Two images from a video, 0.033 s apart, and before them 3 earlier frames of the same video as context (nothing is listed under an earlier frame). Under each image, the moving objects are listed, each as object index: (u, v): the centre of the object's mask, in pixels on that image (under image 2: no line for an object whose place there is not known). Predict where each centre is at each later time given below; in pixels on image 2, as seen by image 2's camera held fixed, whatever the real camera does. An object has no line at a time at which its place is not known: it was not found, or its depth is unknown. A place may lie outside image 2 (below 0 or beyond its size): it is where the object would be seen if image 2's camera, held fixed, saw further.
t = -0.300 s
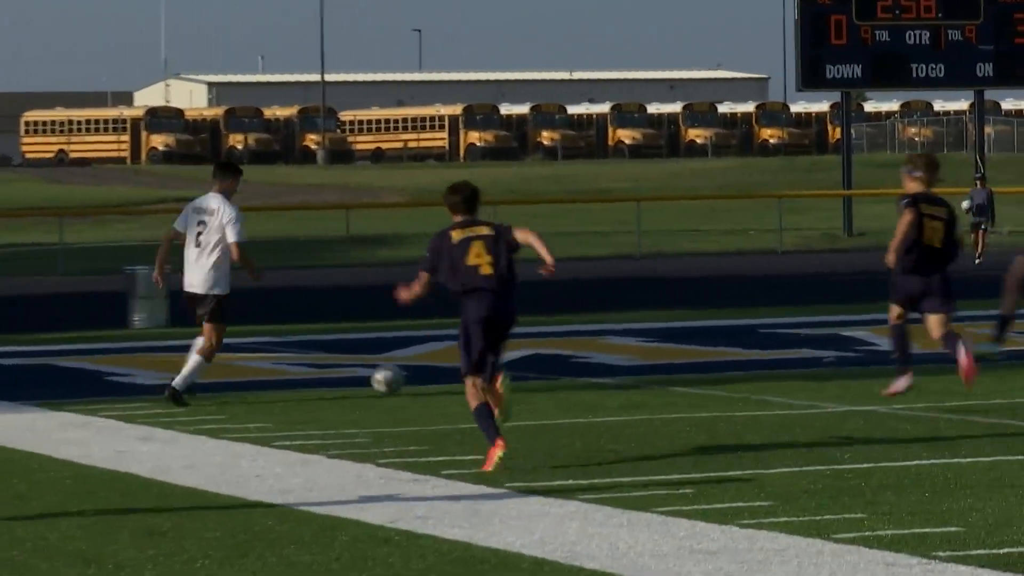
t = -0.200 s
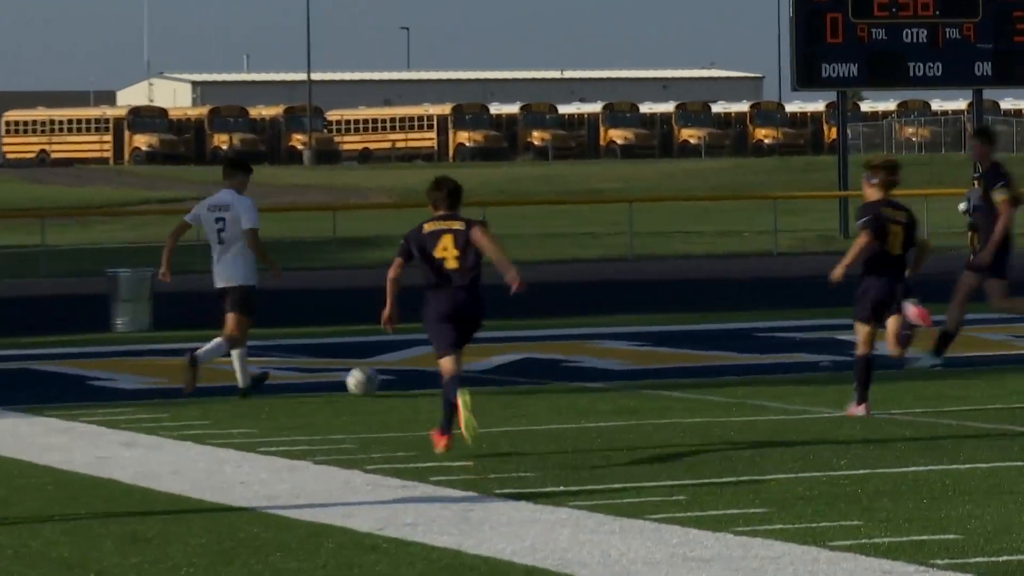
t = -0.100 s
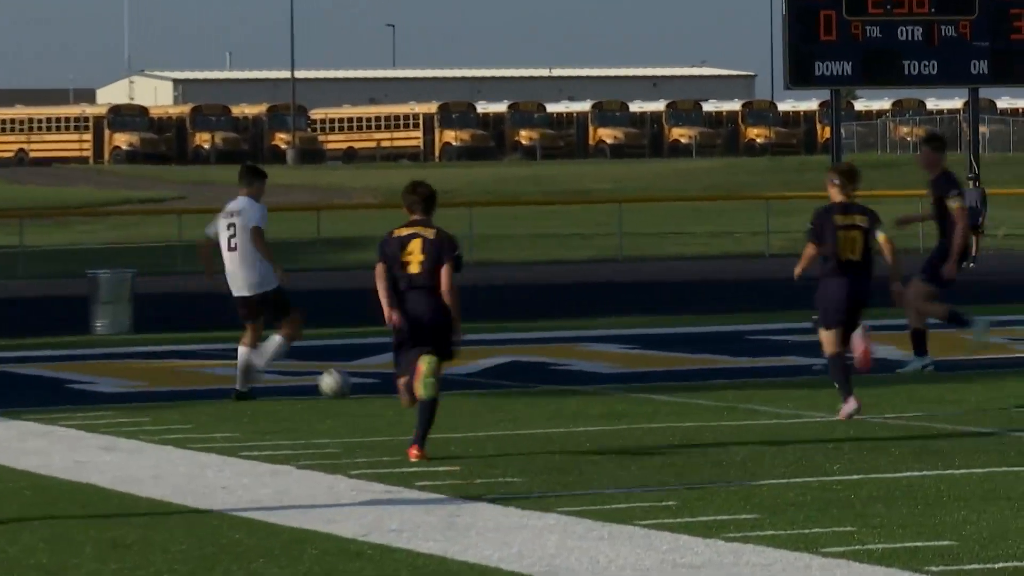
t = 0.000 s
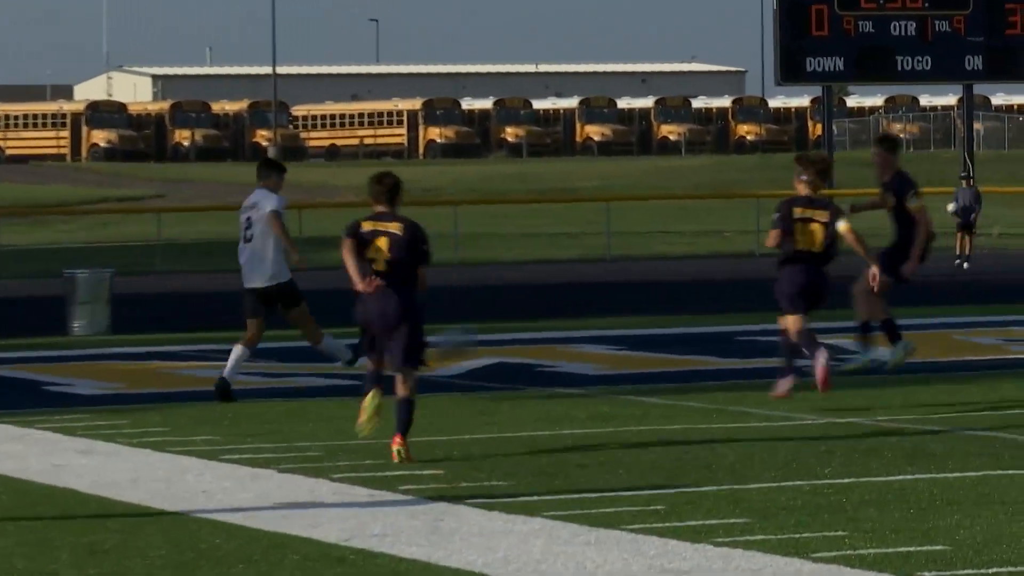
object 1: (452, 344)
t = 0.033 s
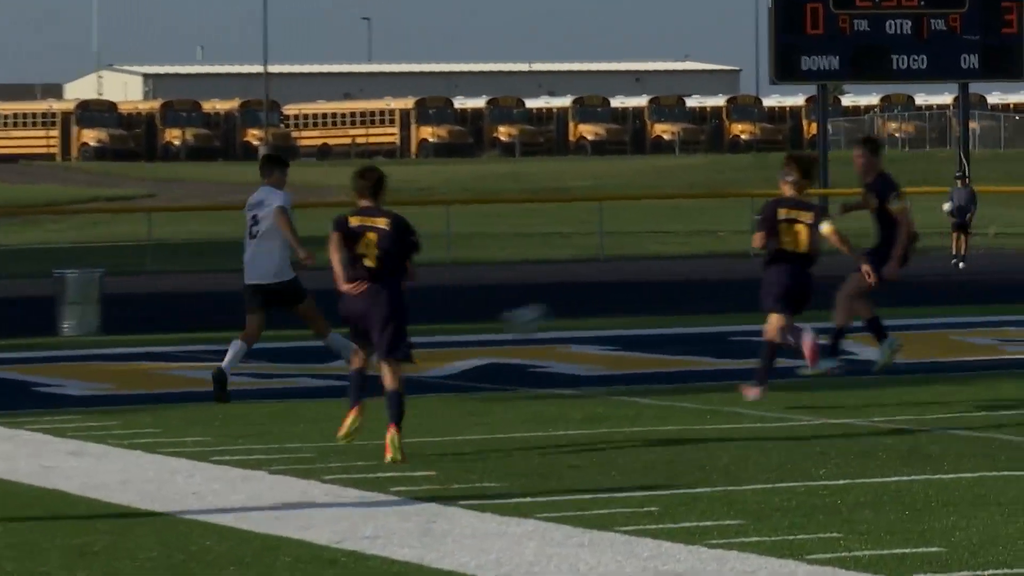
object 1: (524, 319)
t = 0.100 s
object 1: (679, 283)
